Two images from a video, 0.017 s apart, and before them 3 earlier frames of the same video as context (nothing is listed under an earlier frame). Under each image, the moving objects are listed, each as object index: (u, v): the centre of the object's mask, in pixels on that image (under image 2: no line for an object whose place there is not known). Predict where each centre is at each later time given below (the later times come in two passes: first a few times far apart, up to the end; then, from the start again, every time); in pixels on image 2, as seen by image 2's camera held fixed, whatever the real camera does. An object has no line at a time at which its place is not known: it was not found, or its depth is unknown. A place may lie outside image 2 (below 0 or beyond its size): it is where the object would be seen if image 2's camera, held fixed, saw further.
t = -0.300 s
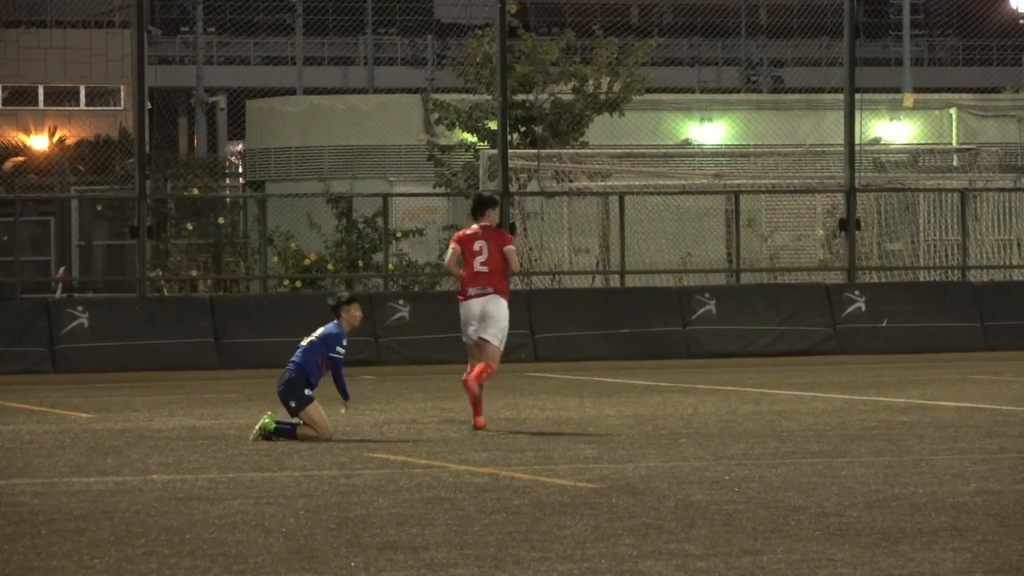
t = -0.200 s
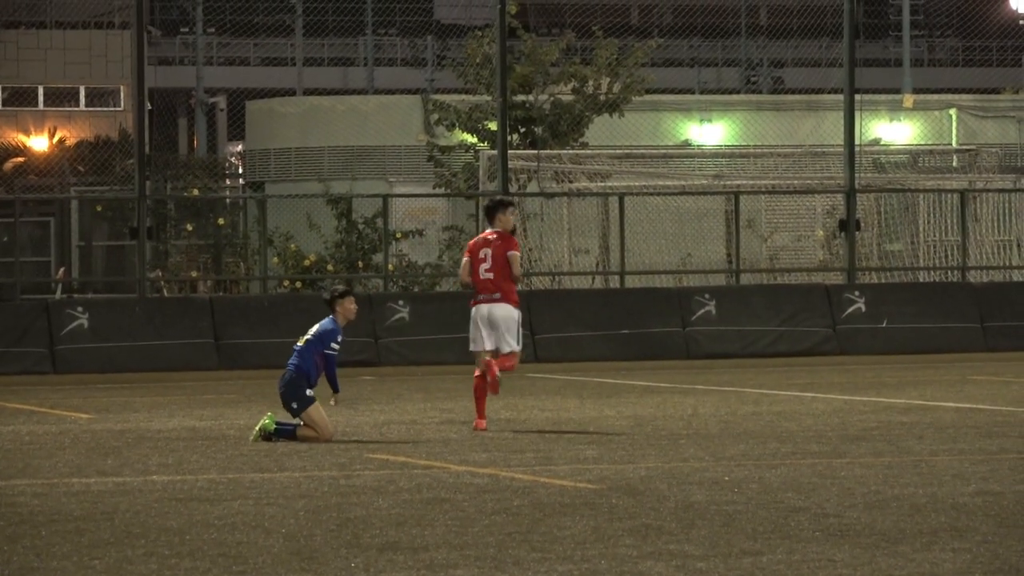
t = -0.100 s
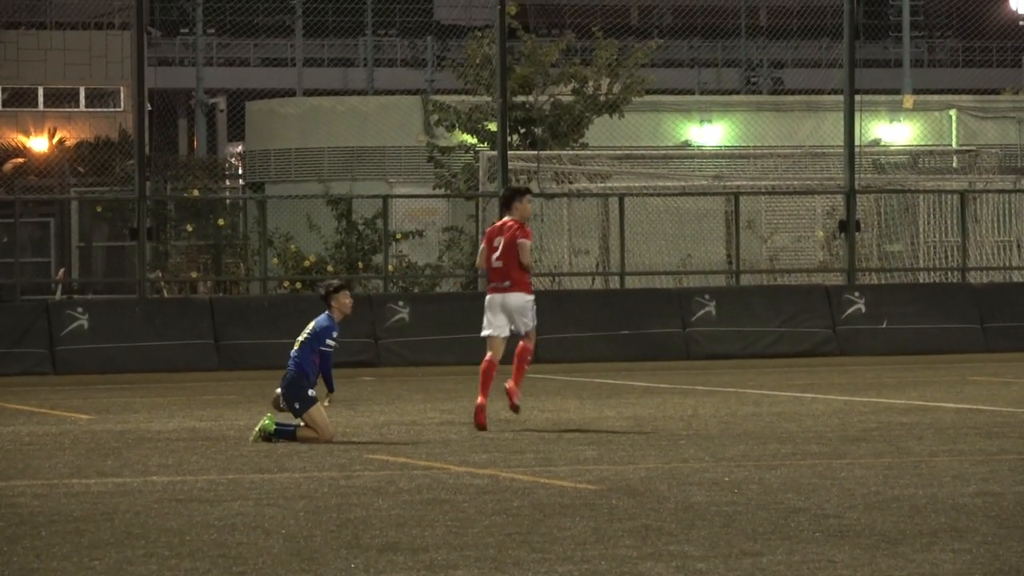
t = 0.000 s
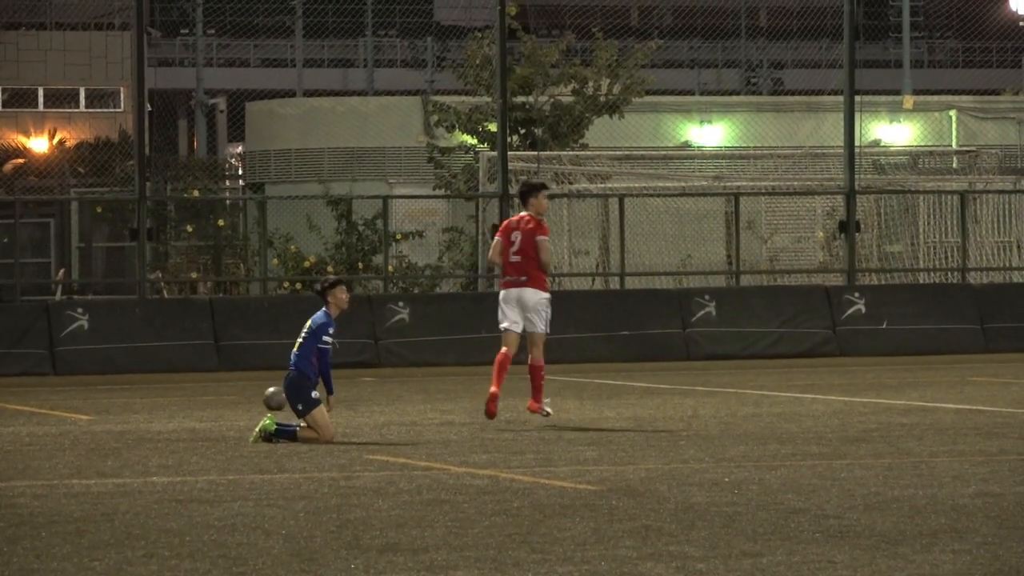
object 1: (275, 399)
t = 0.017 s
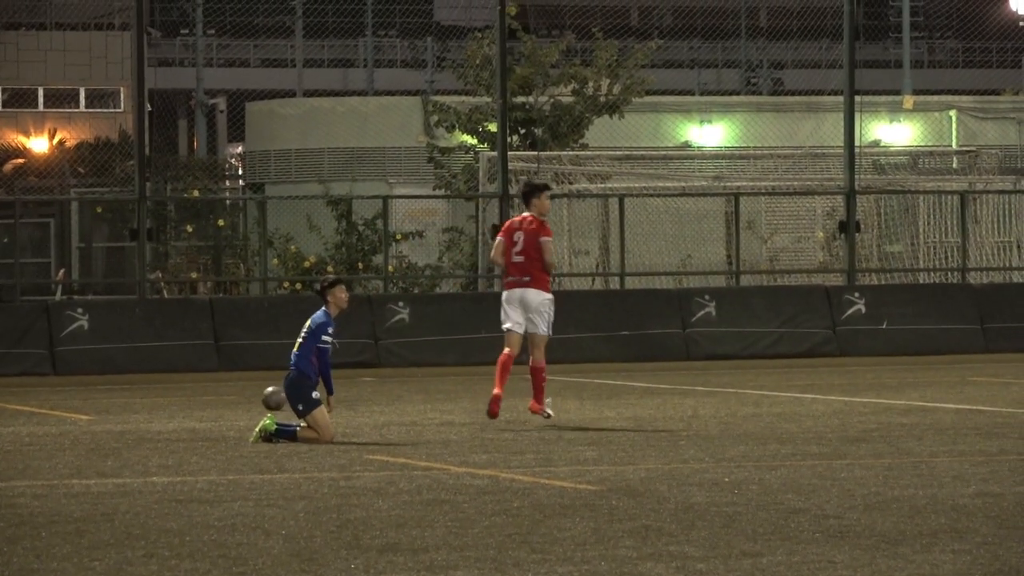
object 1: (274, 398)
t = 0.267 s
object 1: (254, 394)
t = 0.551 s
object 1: (233, 393)
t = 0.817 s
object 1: (217, 390)
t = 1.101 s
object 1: (200, 388)
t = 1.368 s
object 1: (185, 386)
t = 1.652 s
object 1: (171, 385)
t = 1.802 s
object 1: (163, 383)
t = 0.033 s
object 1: (272, 398)
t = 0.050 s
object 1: (270, 398)
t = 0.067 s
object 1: (269, 398)
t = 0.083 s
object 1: (268, 398)
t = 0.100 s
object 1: (266, 398)
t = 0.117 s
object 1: (265, 397)
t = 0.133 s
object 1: (264, 397)
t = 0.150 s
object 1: (262, 396)
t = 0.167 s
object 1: (261, 397)
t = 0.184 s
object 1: (260, 397)
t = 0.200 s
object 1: (258, 397)
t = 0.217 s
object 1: (257, 396)
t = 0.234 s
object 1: (256, 395)
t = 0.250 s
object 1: (255, 395)
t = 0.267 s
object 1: (254, 394)
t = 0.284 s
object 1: (252, 394)
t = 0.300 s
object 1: (251, 394)
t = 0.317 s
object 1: (250, 395)
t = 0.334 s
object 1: (248, 395)
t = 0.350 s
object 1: (247, 395)
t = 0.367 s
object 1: (246, 395)
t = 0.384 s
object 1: (245, 394)
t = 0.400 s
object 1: (244, 393)
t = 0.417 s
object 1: (242, 393)
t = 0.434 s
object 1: (241, 393)
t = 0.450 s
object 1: (240, 393)
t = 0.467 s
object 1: (239, 393)
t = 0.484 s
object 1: (238, 393)
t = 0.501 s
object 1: (237, 393)
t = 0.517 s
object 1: (235, 393)
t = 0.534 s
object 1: (234, 393)
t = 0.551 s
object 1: (233, 393)
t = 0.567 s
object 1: (232, 393)
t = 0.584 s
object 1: (231, 393)
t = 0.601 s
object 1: (230, 393)
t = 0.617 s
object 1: (229, 392)
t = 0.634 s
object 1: (228, 392)
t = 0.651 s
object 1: (227, 392)
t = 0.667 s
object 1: (226, 392)
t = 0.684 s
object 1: (225, 392)
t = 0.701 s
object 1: (224, 391)
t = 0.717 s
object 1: (223, 391)
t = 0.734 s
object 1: (222, 391)
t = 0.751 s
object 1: (220, 391)
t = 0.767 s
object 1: (220, 391)
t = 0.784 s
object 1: (218, 391)
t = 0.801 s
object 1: (217, 390)
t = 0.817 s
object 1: (217, 390)
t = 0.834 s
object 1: (215, 390)
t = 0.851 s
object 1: (214, 390)
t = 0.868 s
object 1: (213, 390)
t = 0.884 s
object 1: (212, 390)
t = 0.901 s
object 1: (211, 390)
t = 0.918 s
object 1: (210, 390)
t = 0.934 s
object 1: (209, 389)
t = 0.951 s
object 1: (208, 389)
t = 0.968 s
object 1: (207, 389)
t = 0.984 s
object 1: (207, 389)
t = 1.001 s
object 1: (205, 389)
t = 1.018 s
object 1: (204, 389)
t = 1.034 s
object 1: (203, 388)
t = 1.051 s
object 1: (202, 388)
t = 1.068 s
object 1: (202, 388)
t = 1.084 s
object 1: (201, 388)
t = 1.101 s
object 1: (200, 388)
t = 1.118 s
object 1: (198, 388)
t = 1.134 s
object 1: (198, 388)
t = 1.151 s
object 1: (197, 387)
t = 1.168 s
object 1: (196, 387)
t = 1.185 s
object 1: (195, 387)
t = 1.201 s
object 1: (195, 387)
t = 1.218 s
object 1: (193, 387)
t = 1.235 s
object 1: (192, 387)
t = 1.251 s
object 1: (191, 387)
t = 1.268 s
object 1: (190, 387)
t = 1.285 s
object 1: (190, 387)
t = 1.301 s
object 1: (189, 386)
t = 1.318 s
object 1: (188, 386)
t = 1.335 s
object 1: (187, 386)
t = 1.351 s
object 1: (186, 386)
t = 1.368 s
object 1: (185, 386)
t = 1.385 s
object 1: (184, 386)
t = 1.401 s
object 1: (183, 386)
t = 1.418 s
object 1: (183, 386)
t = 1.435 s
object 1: (182, 386)
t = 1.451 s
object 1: (181, 386)
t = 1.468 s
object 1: (180, 386)
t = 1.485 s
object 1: (179, 385)
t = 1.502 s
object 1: (178, 385)
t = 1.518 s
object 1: (177, 385)
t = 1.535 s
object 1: (176, 385)
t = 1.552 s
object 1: (176, 385)
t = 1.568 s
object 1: (175, 385)
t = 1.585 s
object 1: (174, 384)
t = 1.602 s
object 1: (173, 384)
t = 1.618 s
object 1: (173, 384)
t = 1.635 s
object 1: (171, 385)
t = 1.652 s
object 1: (171, 385)
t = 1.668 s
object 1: (170, 384)
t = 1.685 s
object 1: (169, 384)
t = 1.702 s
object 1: (168, 384)
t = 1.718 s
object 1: (167, 384)
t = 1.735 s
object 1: (166, 384)
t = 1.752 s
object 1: (166, 384)
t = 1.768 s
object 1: (165, 384)
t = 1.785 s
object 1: (163, 383)
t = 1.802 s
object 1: (163, 383)
